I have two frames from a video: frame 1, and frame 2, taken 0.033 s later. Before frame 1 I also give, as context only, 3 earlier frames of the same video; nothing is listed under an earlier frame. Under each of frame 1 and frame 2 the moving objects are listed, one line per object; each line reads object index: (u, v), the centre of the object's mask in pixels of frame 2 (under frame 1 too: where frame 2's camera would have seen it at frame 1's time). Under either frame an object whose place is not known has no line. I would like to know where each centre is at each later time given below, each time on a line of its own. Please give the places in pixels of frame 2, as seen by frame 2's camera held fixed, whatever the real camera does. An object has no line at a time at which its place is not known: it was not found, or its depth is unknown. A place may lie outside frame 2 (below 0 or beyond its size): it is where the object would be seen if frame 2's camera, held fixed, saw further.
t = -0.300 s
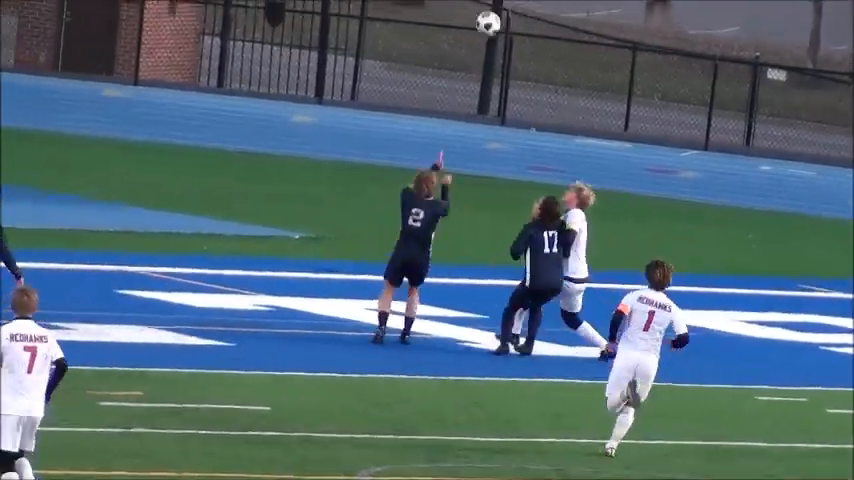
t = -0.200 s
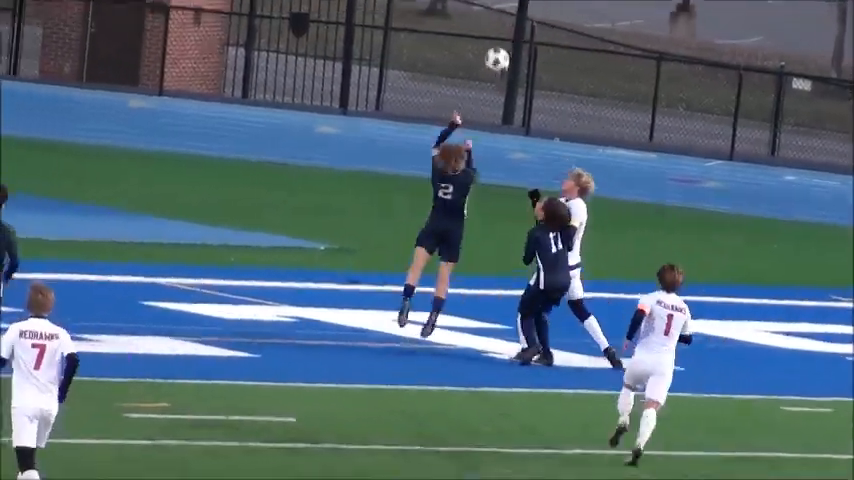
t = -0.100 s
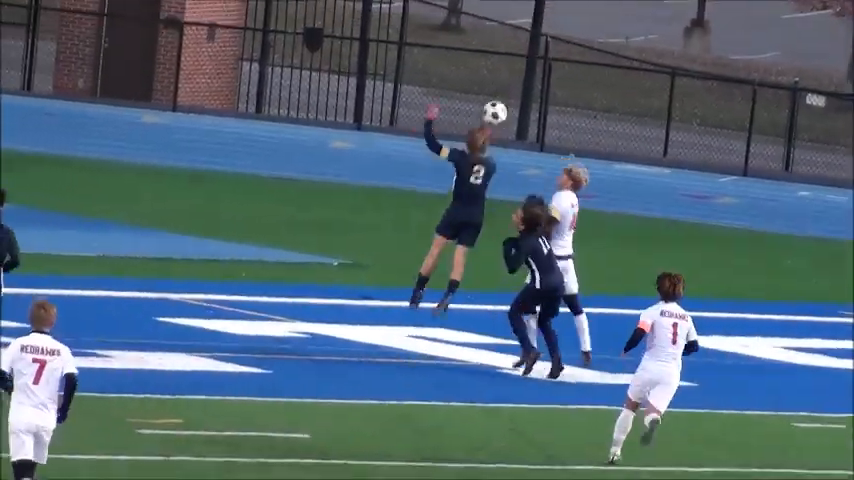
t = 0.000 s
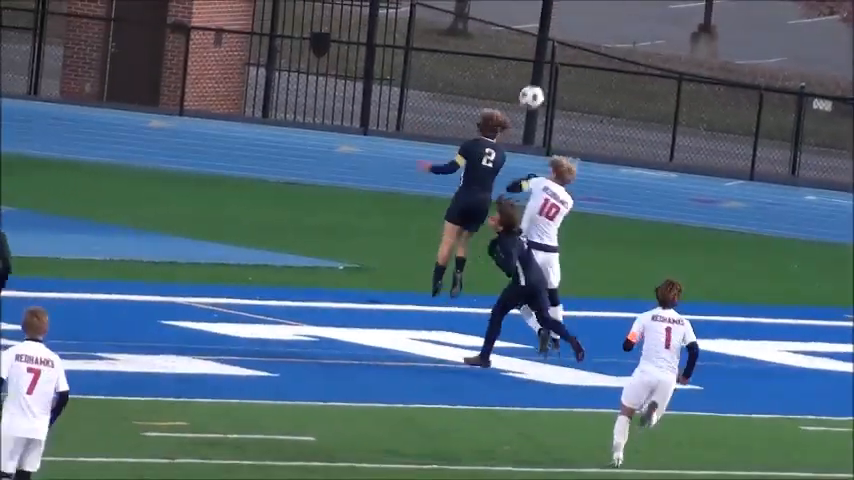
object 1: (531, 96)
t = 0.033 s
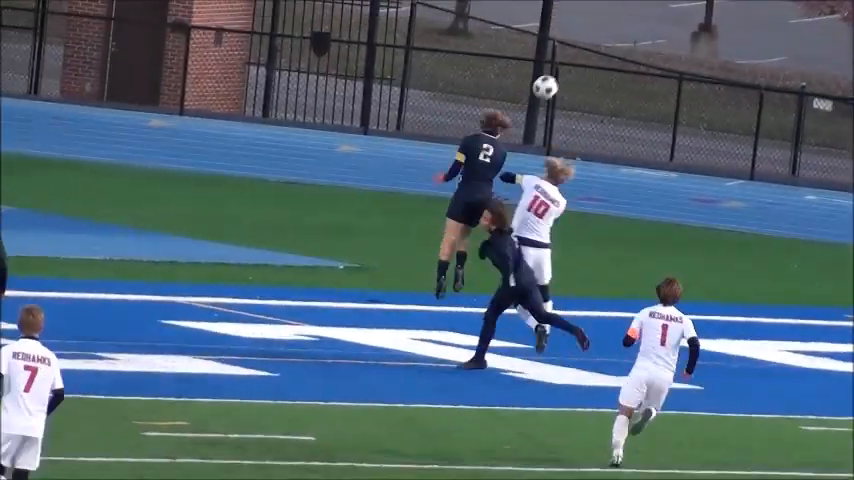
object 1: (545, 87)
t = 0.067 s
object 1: (558, 78)
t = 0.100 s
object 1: (571, 70)
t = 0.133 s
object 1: (583, 62)
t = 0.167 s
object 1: (593, 57)
